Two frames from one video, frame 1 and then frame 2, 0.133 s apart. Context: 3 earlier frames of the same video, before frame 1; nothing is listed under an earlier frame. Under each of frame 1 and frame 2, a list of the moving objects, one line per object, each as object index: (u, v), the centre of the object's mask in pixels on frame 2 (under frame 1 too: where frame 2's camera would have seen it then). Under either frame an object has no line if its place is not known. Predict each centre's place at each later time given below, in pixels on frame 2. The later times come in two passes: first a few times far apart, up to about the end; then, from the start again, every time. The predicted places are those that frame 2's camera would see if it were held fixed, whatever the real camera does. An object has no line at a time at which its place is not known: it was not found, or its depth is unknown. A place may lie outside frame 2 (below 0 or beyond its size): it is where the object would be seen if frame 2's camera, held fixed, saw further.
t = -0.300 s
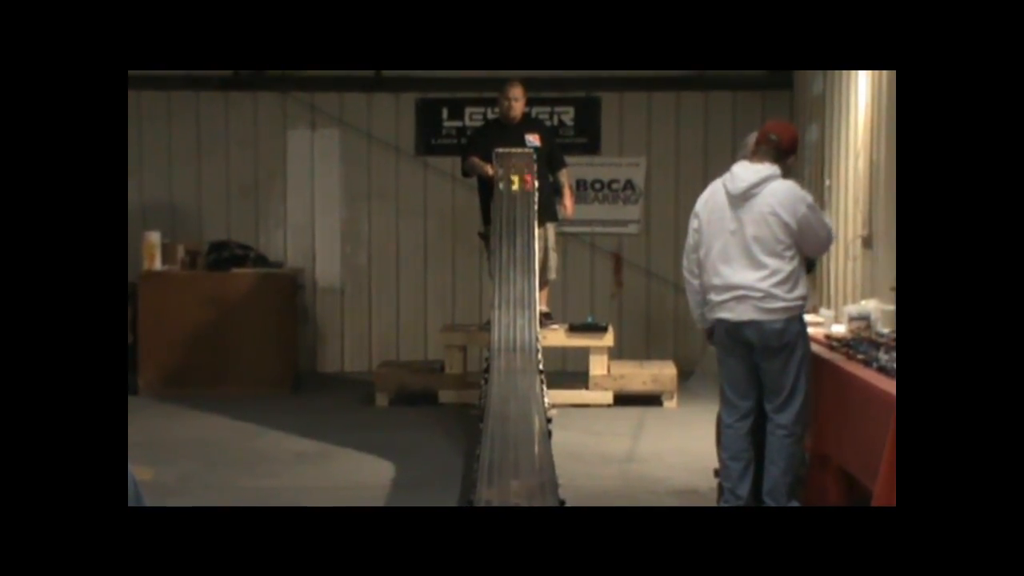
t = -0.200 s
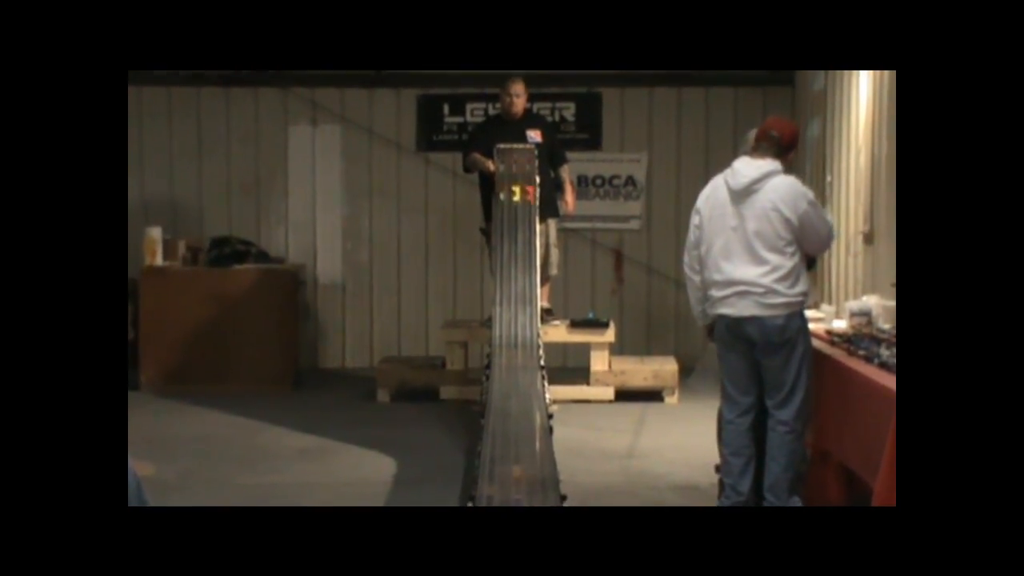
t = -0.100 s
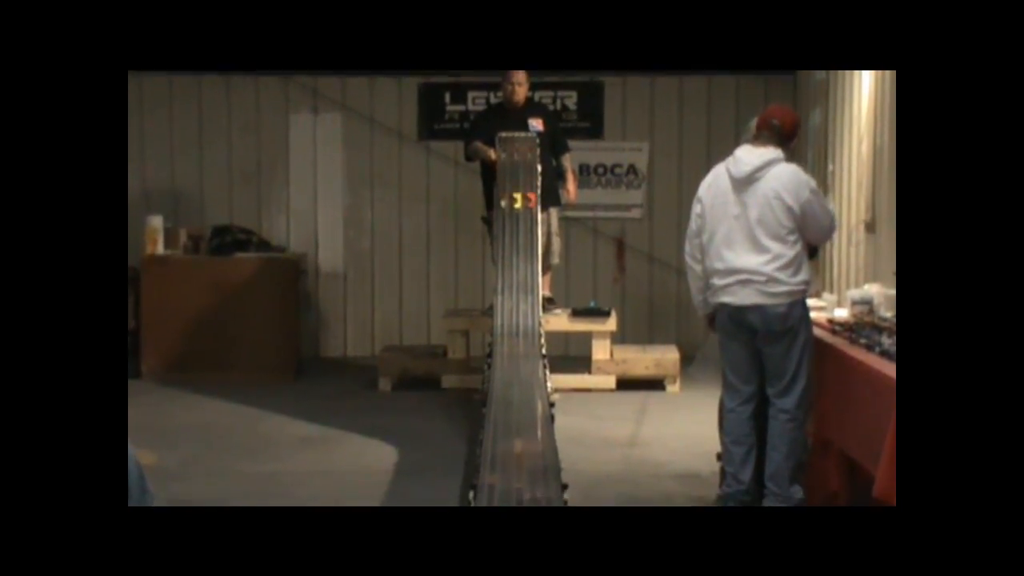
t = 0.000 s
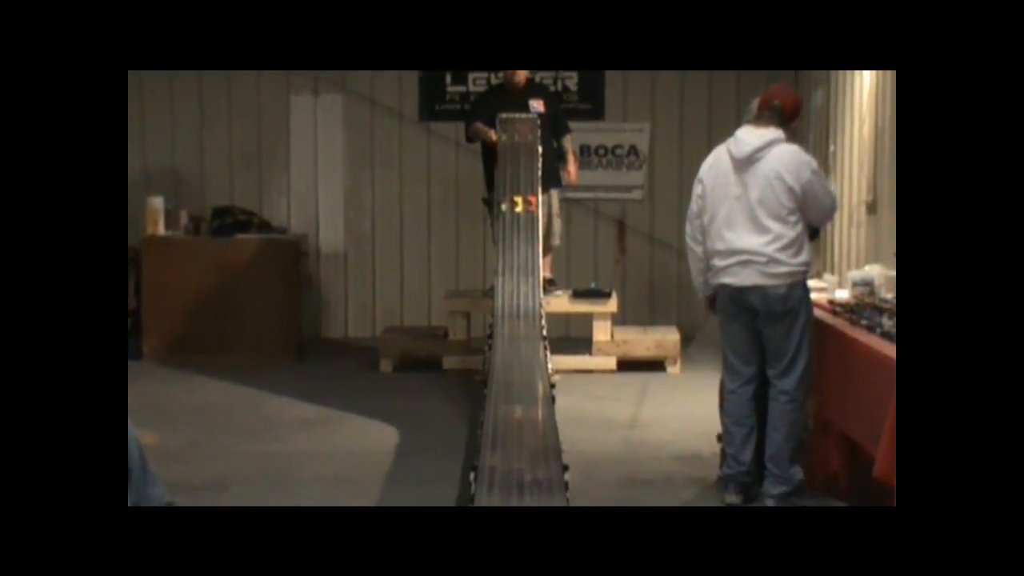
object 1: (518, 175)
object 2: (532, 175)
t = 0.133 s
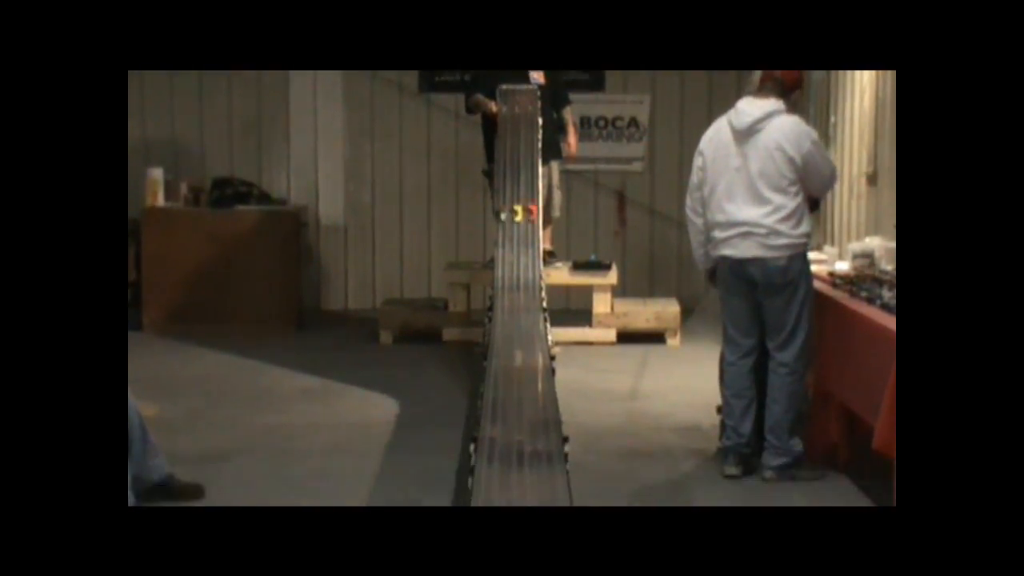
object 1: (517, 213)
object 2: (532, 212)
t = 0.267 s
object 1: (518, 259)
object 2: (531, 259)
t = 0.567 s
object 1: (518, 314)
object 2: (534, 316)
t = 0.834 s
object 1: (519, 342)
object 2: (537, 343)
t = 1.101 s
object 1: (520, 380)
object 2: (542, 380)
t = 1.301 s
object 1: (521, 416)
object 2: (547, 417)
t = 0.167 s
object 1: (518, 224)
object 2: (532, 222)
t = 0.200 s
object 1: (517, 235)
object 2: (532, 234)
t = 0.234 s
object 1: (518, 247)
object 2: (532, 246)
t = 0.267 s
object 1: (518, 259)
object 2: (531, 259)
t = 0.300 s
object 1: (518, 272)
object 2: (533, 271)
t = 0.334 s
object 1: (518, 284)
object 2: (533, 283)
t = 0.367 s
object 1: (517, 293)
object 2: (534, 294)
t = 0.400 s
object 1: (518, 298)
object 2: (534, 303)
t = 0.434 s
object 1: (518, 302)
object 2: (533, 304)
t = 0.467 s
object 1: (518, 304)
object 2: (533, 307)
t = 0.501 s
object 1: (518, 307)
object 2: (533, 310)
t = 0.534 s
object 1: (518, 310)
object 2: (534, 313)
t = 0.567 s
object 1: (518, 314)
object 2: (534, 316)
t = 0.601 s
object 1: (518, 317)
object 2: (536, 320)
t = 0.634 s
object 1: (518, 320)
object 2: (535, 323)
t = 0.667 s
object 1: (518, 323)
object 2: (535, 325)
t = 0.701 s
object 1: (518, 327)
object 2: (536, 328)
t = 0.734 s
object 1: (518, 330)
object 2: (536, 332)
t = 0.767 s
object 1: (518, 334)
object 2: (536, 335)
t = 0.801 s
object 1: (518, 338)
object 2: (537, 340)
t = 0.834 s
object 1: (519, 342)
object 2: (537, 343)
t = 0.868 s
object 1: (519, 346)
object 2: (538, 346)
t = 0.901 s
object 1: (519, 350)
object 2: (539, 351)
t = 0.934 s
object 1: (519, 355)
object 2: (540, 356)
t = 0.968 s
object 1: (519, 360)
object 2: (540, 360)
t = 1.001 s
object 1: (519, 364)
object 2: (541, 365)
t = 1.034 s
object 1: (519, 369)
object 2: (541, 370)
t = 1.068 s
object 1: (520, 375)
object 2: (540, 374)
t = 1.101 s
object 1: (520, 380)
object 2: (542, 380)
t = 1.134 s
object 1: (520, 385)
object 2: (541, 385)
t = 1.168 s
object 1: (520, 391)
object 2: (542, 392)
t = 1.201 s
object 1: (519, 397)
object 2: (544, 398)
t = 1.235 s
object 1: (519, 403)
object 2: (544, 402)
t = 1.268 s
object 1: (520, 409)
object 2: (546, 410)
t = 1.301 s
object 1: (521, 416)
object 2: (547, 417)
